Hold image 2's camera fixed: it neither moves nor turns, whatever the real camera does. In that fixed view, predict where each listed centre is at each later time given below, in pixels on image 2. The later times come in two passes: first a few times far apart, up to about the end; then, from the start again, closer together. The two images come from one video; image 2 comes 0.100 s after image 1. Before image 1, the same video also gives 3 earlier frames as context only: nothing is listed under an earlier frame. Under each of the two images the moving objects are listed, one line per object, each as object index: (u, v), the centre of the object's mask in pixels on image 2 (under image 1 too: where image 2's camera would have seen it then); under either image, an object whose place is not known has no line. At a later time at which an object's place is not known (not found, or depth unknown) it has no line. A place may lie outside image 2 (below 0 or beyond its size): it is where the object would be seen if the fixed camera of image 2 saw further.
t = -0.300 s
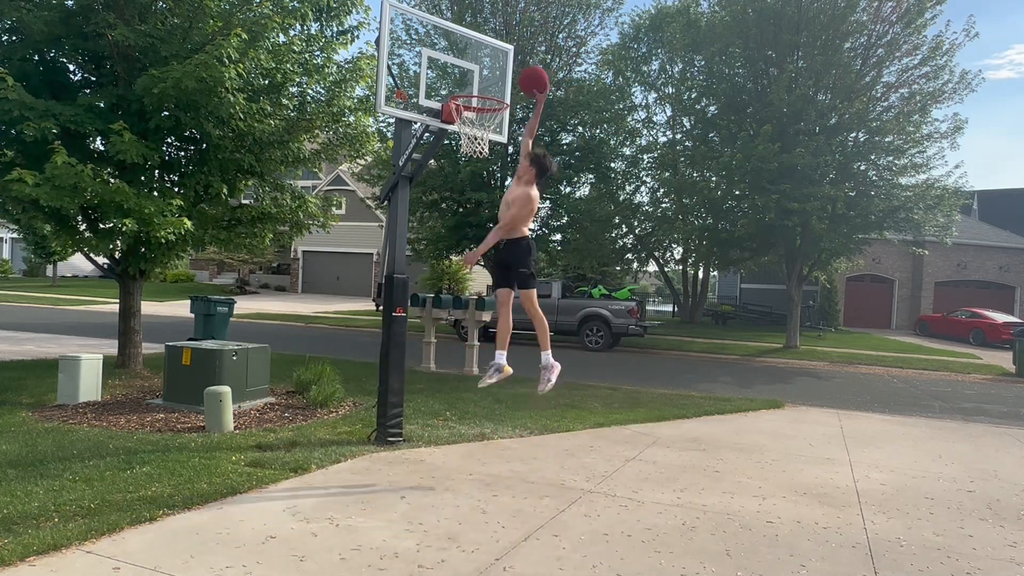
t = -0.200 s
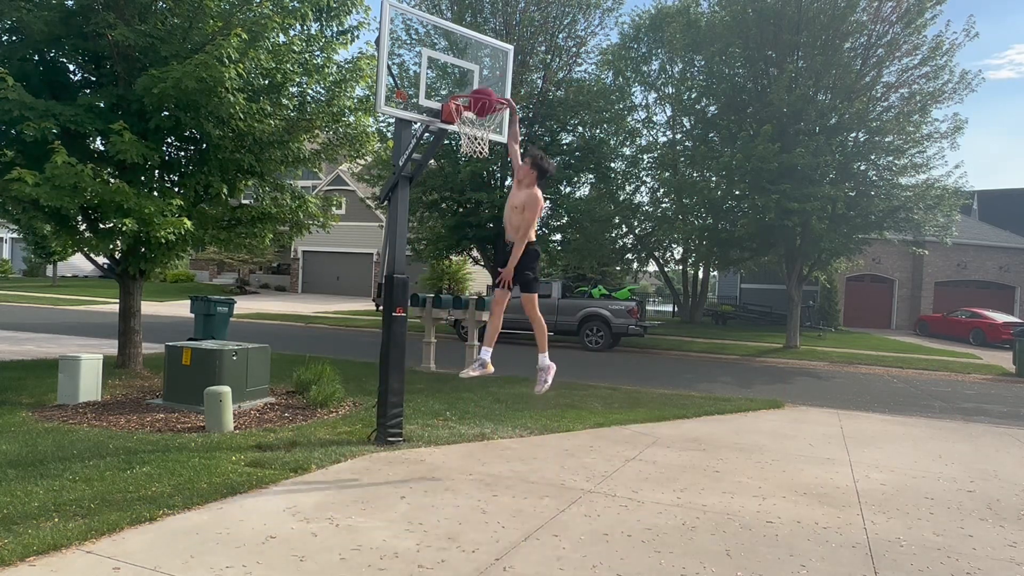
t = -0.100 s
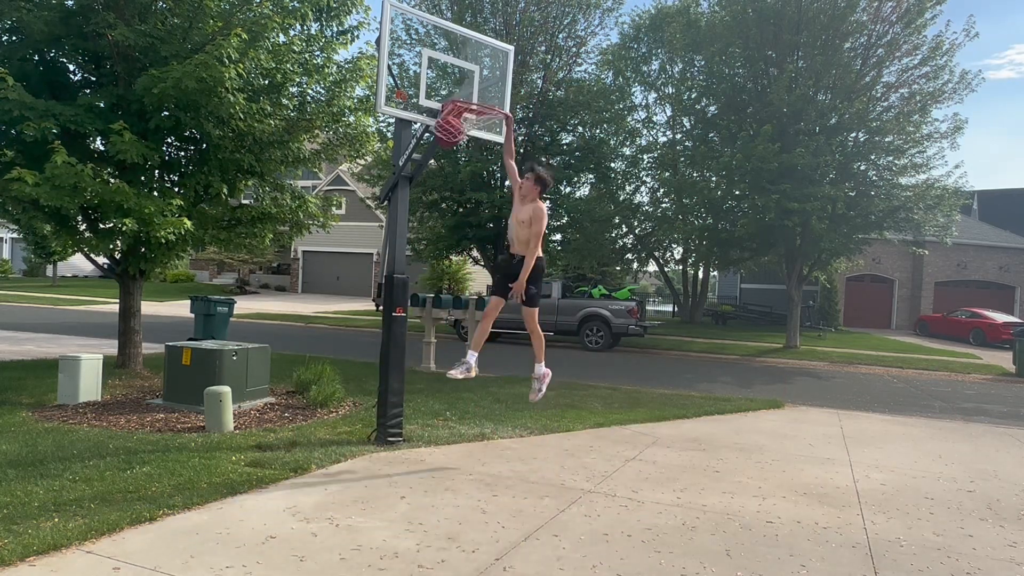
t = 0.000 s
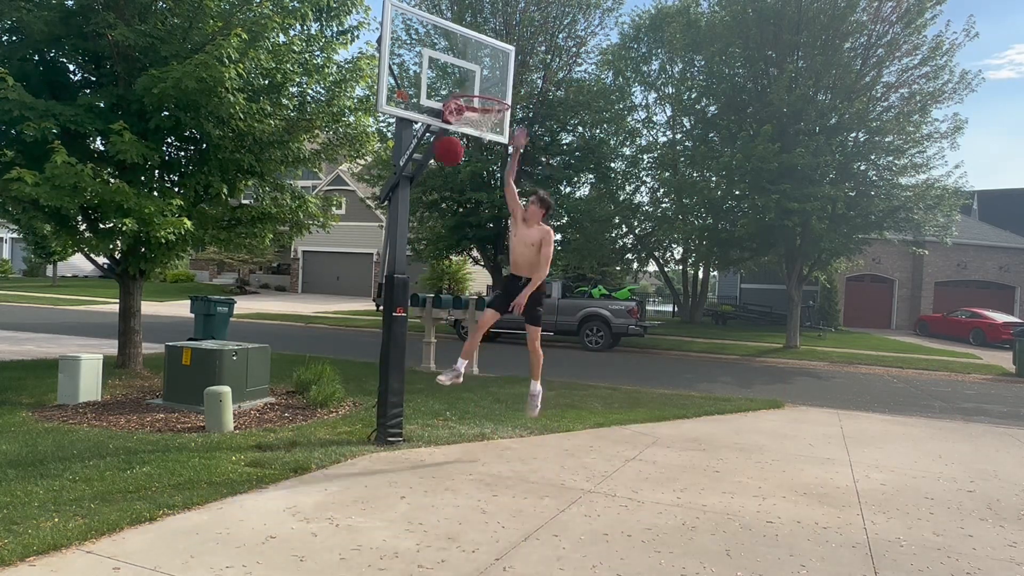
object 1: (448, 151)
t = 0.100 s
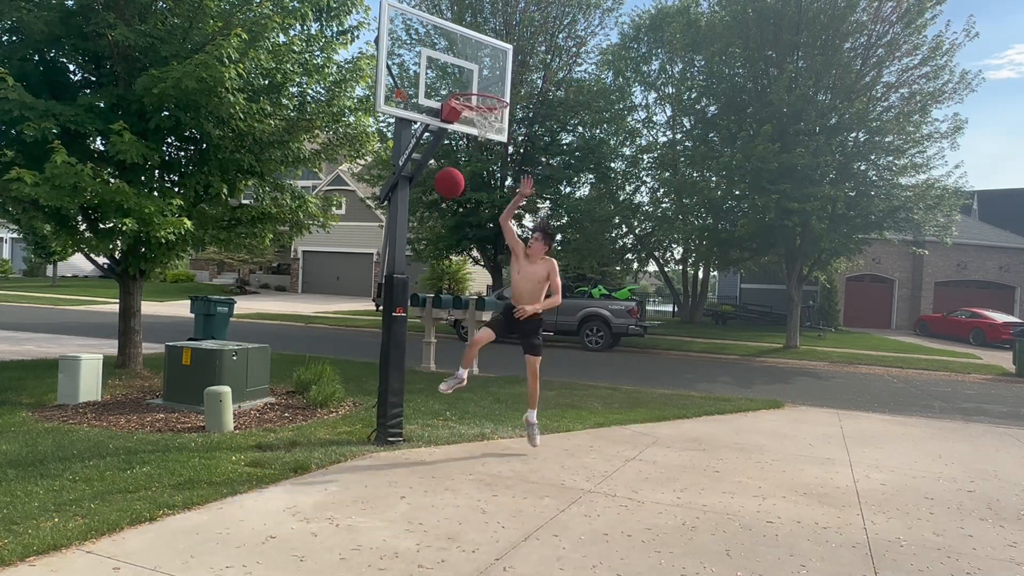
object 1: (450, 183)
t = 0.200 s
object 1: (449, 228)
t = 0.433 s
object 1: (444, 388)
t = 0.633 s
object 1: (466, 395)
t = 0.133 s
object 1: (449, 196)
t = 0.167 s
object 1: (449, 212)
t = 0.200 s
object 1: (449, 228)
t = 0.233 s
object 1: (449, 246)
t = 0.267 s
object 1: (449, 266)
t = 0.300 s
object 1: (448, 287)
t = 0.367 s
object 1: (446, 334)
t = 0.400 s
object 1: (445, 360)
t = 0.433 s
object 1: (444, 388)
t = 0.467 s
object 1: (443, 417)
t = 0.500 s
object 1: (442, 448)
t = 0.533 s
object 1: (444, 458)
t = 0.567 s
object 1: (451, 436)
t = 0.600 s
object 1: (459, 415)
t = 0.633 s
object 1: (466, 395)
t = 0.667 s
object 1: (473, 377)
